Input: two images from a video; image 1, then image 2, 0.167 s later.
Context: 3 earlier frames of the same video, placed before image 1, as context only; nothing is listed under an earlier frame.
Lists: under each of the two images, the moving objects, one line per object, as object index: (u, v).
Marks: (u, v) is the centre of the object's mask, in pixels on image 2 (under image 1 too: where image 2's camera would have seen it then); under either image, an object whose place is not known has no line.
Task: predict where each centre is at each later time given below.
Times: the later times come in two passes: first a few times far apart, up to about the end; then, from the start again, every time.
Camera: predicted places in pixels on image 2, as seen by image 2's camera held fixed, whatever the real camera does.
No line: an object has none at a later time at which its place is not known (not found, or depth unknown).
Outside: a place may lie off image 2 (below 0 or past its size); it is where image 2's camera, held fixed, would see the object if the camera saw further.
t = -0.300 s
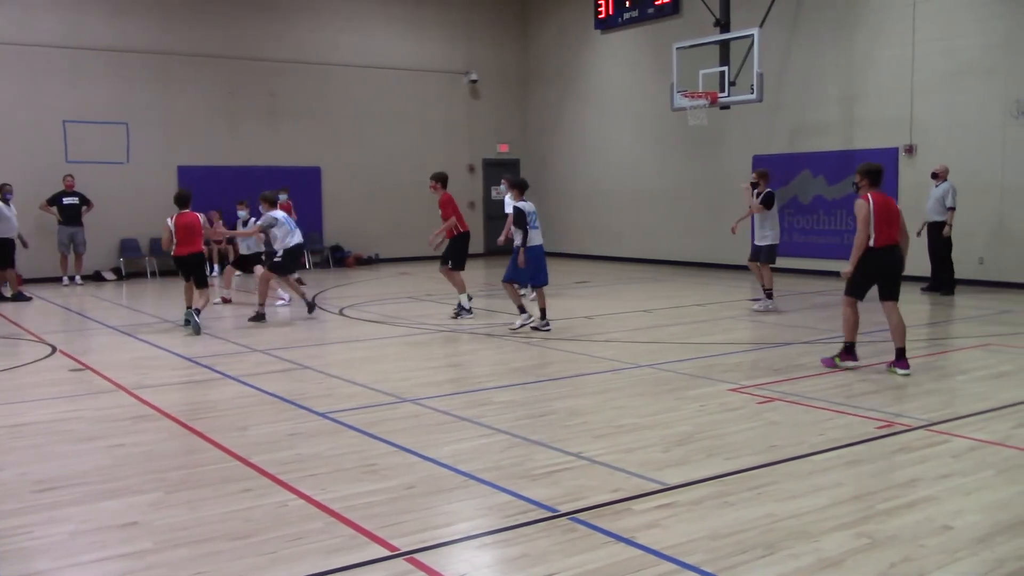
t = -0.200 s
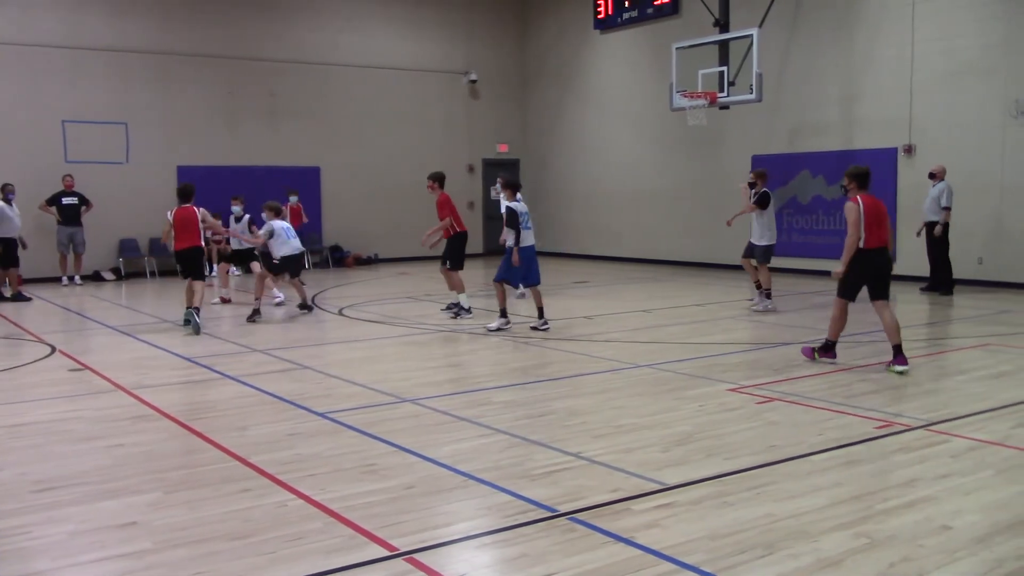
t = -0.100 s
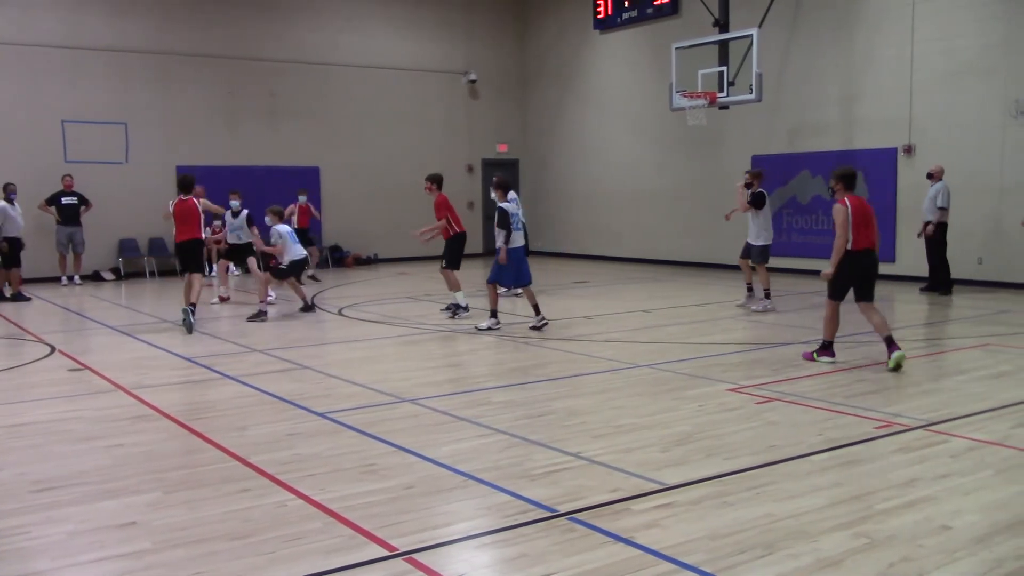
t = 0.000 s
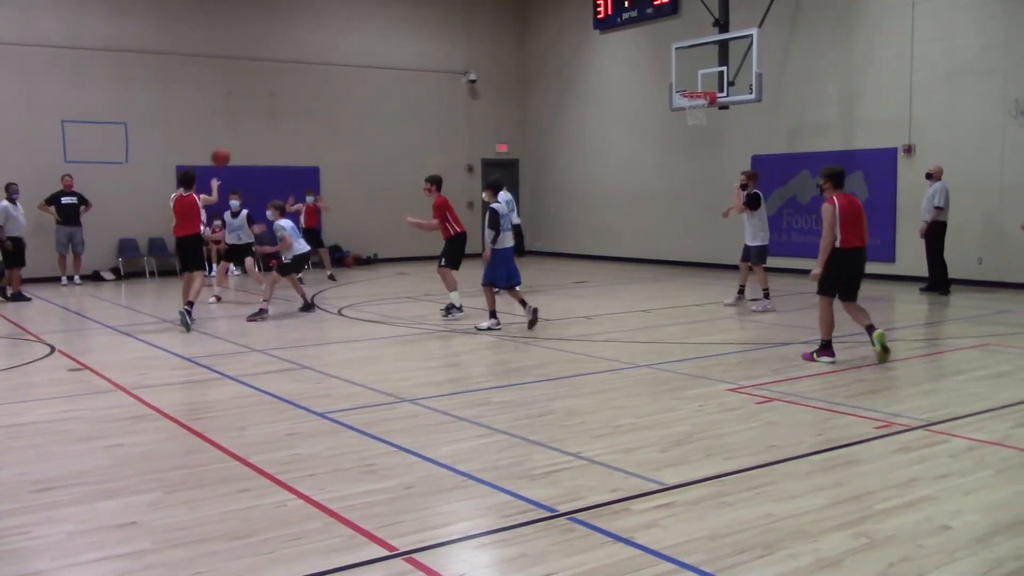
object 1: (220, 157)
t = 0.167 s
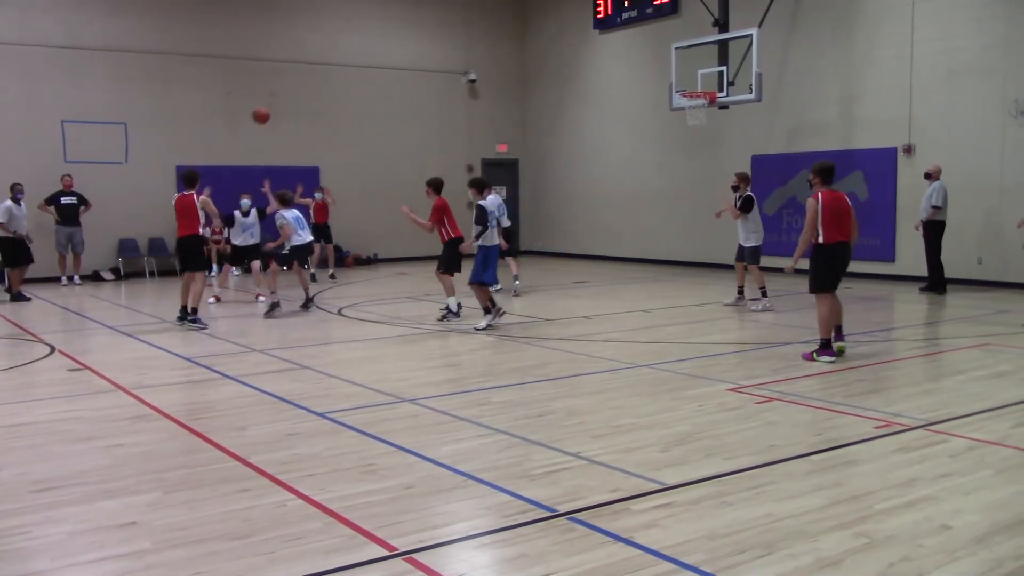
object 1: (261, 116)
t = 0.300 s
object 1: (289, 100)
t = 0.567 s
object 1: (337, 105)
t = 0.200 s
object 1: (268, 110)
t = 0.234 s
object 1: (275, 107)
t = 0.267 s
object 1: (282, 103)
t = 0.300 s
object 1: (289, 100)
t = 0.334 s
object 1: (295, 99)
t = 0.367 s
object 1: (302, 97)
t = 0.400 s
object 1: (308, 97)
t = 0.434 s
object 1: (314, 97)
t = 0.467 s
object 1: (320, 99)
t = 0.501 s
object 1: (326, 101)
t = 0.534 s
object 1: (332, 103)
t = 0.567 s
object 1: (337, 105)
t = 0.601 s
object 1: (342, 109)
